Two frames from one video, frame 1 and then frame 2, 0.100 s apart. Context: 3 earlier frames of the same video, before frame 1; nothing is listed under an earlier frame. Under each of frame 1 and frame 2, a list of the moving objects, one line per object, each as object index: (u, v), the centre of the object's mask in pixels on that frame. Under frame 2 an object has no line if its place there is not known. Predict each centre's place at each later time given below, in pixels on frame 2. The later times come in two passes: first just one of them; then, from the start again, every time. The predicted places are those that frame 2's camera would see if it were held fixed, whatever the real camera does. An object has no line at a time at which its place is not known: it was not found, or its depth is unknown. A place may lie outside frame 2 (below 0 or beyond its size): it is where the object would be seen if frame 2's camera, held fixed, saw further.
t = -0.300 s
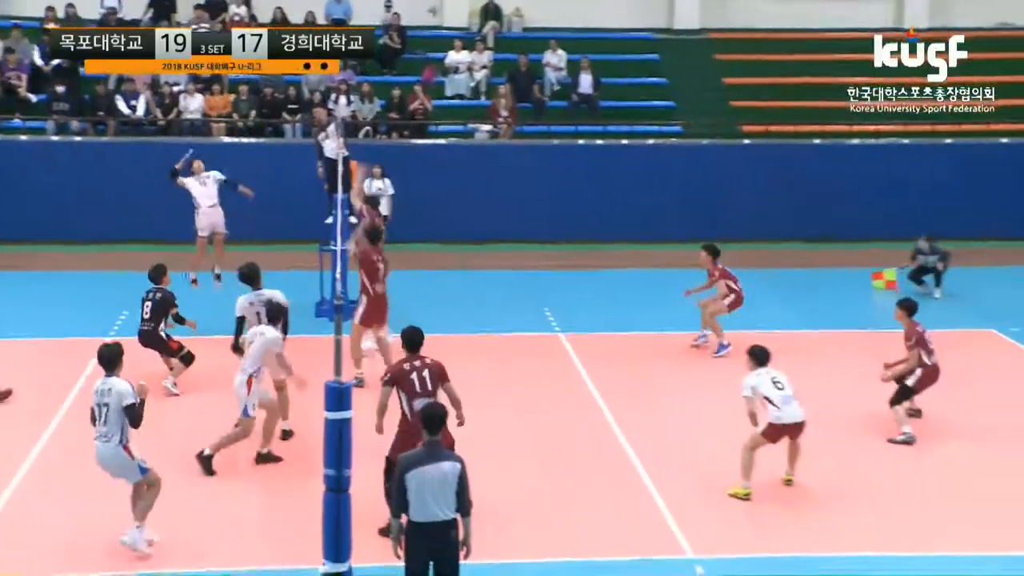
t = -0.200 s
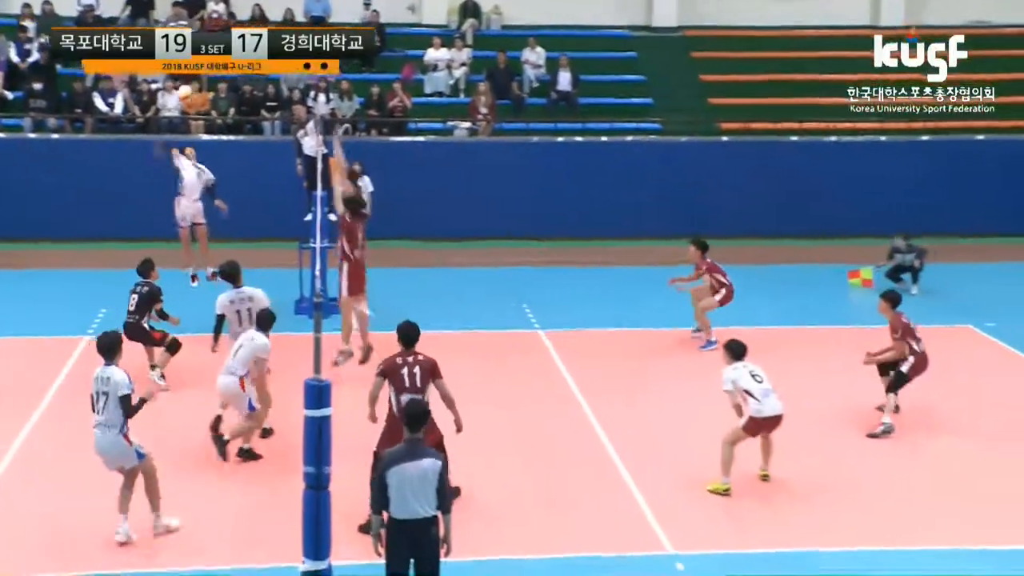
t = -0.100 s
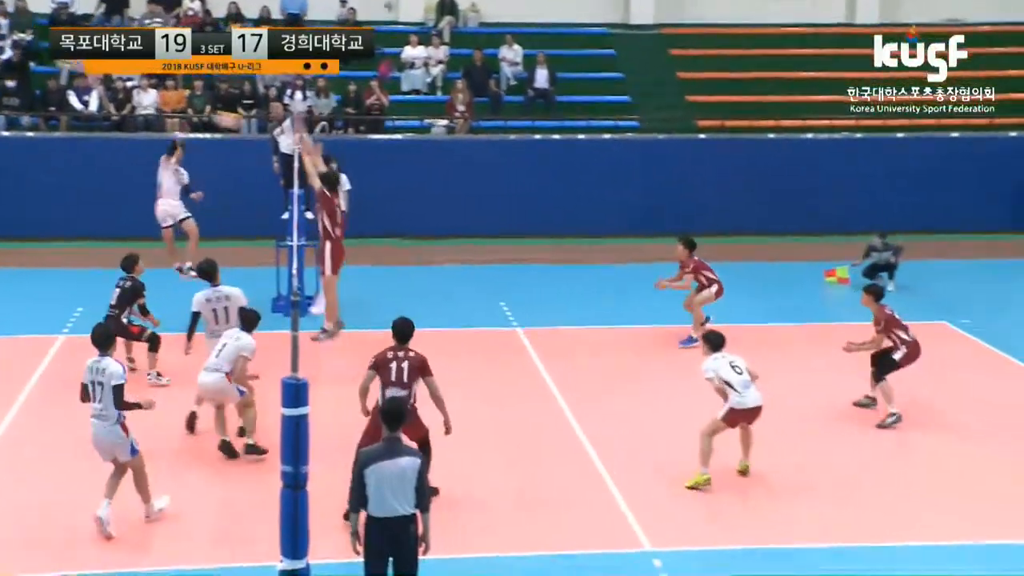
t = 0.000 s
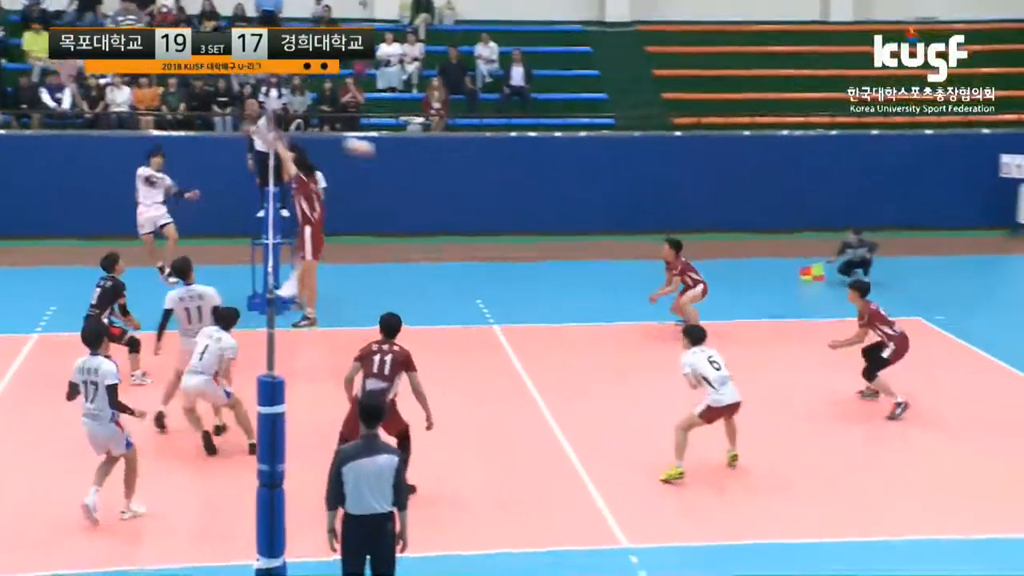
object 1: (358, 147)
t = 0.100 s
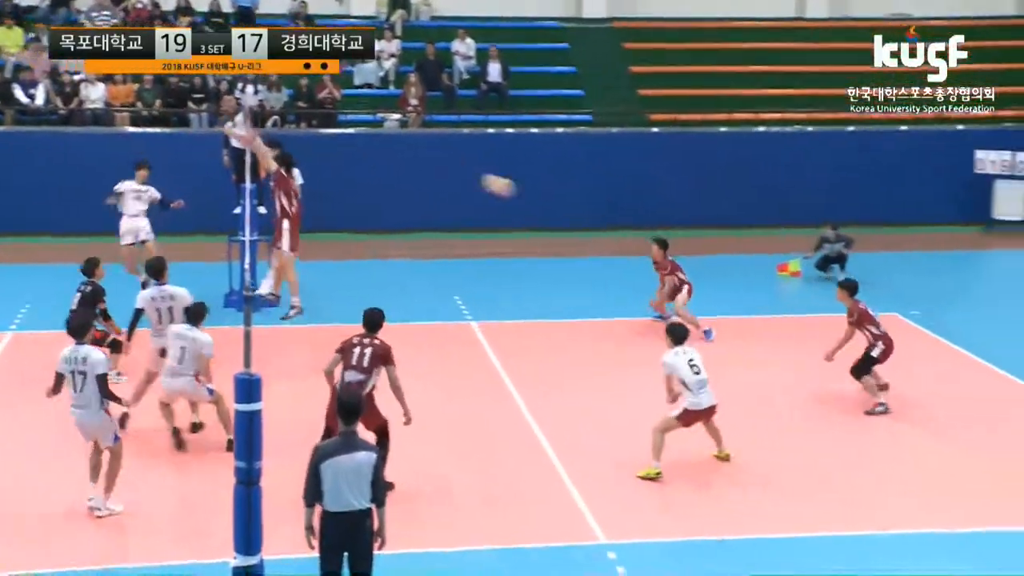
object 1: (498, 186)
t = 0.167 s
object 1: (607, 220)
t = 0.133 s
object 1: (553, 202)
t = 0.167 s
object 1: (607, 220)
